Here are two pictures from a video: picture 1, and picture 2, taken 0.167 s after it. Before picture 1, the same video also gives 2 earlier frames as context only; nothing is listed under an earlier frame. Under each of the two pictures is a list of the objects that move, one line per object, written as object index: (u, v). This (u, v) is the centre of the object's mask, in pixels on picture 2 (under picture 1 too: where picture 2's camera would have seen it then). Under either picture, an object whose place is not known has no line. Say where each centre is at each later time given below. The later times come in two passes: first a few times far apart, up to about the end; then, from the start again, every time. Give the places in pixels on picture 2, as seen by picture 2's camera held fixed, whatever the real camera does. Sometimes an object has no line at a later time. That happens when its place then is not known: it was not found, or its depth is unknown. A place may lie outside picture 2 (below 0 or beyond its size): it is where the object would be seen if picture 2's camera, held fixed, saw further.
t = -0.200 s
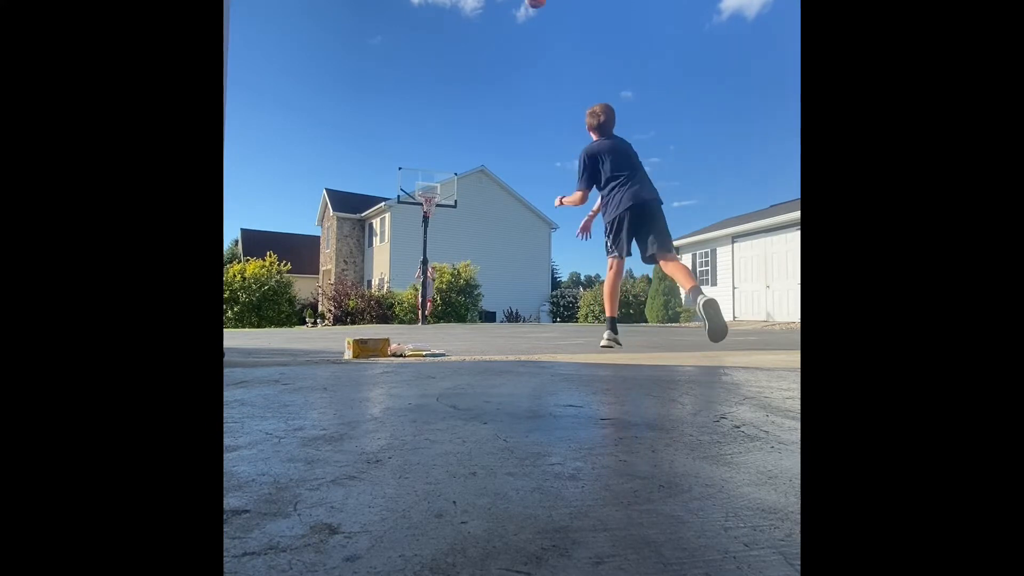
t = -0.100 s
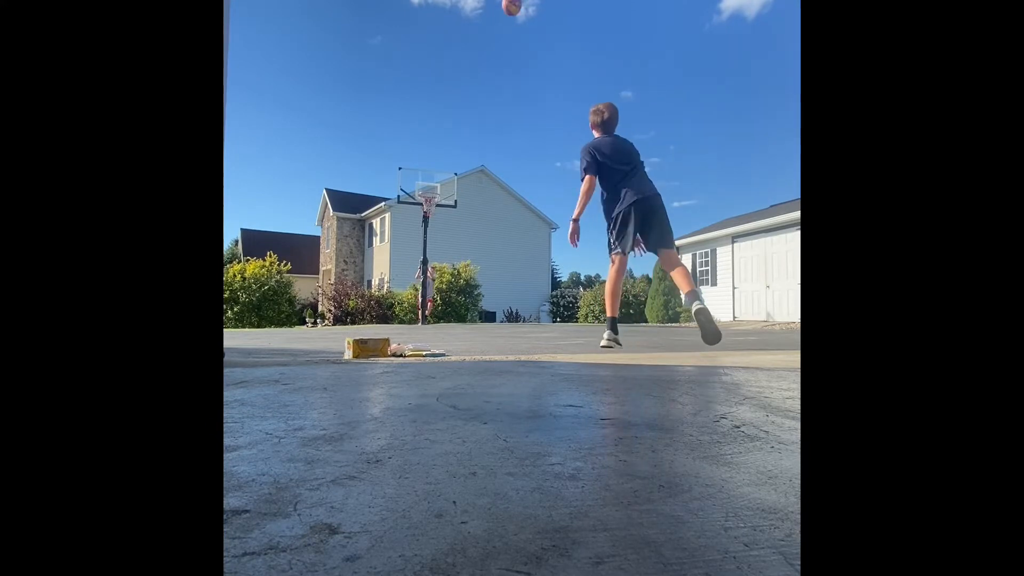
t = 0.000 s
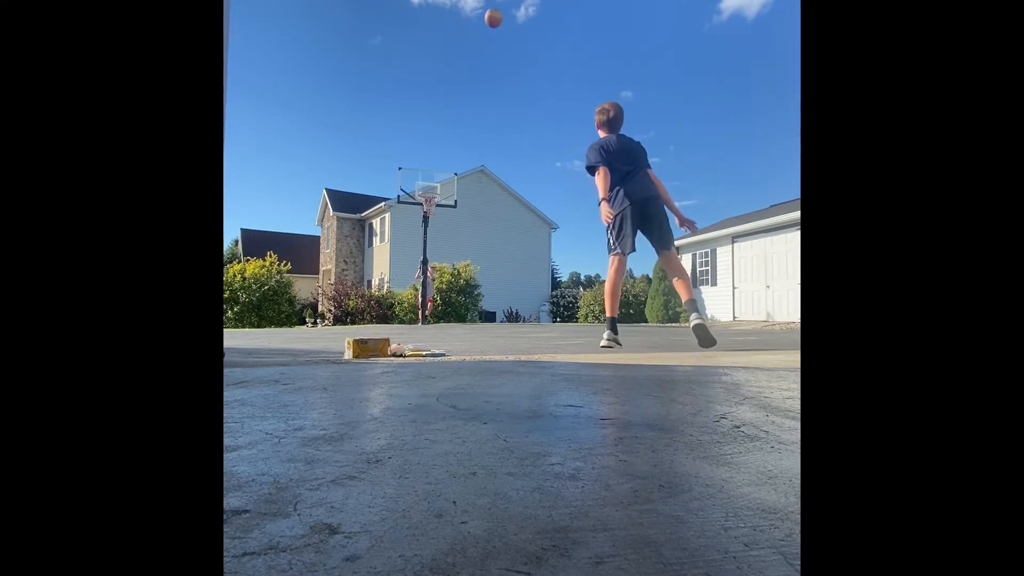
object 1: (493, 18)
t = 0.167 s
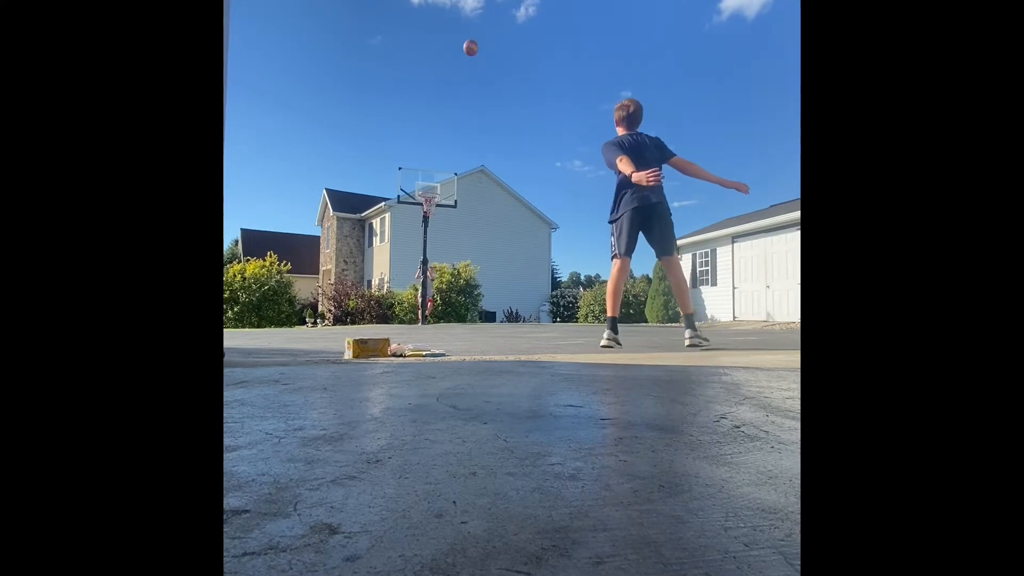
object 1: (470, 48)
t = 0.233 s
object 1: (464, 61)
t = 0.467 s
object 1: (444, 115)
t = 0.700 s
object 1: (431, 175)
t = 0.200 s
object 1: (467, 54)
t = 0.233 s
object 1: (464, 61)
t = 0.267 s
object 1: (461, 68)
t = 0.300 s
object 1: (457, 76)
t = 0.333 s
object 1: (454, 83)
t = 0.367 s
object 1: (452, 91)
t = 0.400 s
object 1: (449, 99)
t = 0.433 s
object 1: (447, 107)
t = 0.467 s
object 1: (444, 115)
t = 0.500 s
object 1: (442, 123)
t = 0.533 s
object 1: (440, 131)
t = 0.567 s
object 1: (438, 140)
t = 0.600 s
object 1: (437, 149)
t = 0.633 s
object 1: (435, 157)
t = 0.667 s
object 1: (433, 166)
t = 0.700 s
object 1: (431, 175)
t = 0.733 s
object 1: (430, 183)
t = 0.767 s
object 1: (430, 188)
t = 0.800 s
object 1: (430, 192)
